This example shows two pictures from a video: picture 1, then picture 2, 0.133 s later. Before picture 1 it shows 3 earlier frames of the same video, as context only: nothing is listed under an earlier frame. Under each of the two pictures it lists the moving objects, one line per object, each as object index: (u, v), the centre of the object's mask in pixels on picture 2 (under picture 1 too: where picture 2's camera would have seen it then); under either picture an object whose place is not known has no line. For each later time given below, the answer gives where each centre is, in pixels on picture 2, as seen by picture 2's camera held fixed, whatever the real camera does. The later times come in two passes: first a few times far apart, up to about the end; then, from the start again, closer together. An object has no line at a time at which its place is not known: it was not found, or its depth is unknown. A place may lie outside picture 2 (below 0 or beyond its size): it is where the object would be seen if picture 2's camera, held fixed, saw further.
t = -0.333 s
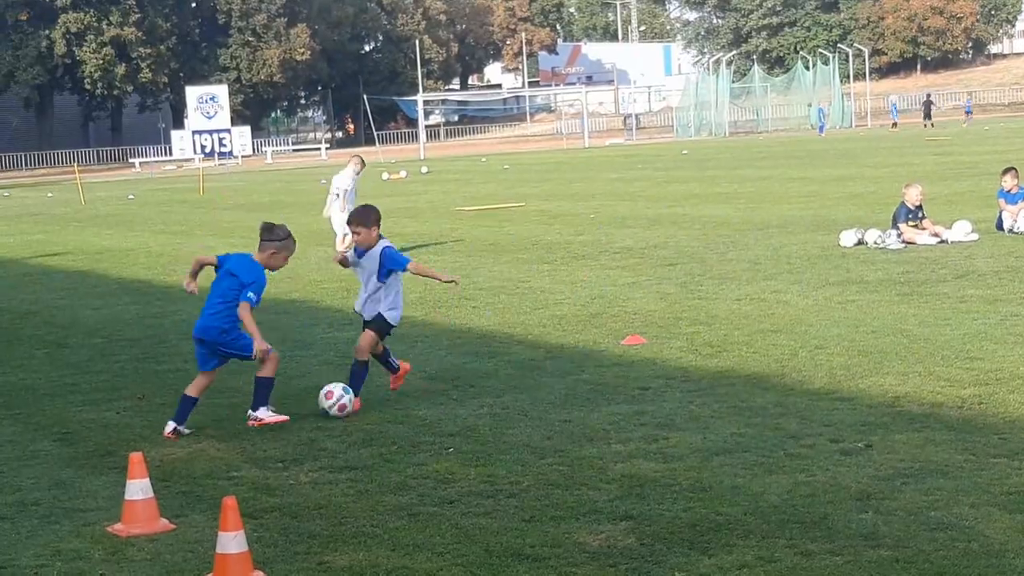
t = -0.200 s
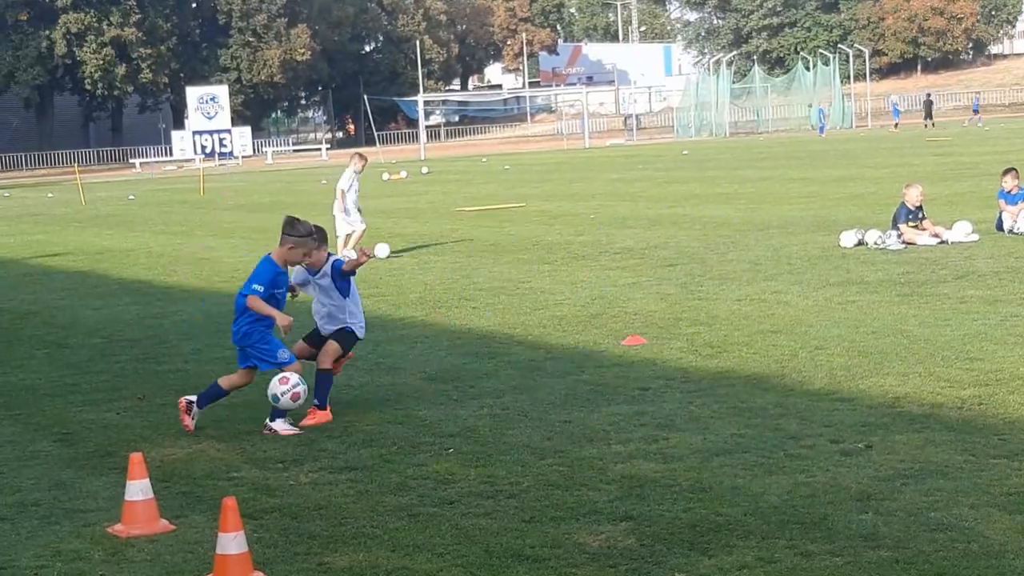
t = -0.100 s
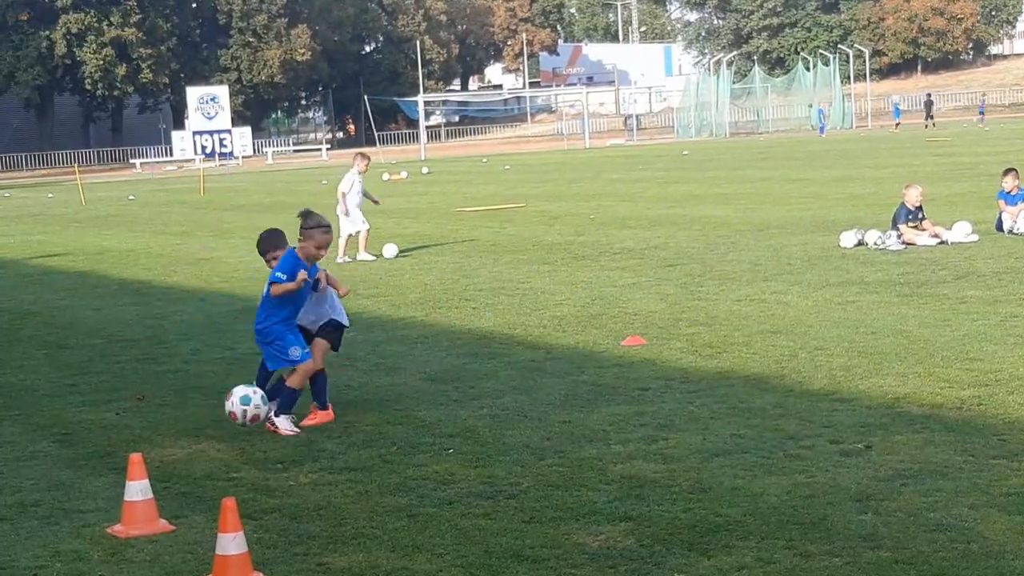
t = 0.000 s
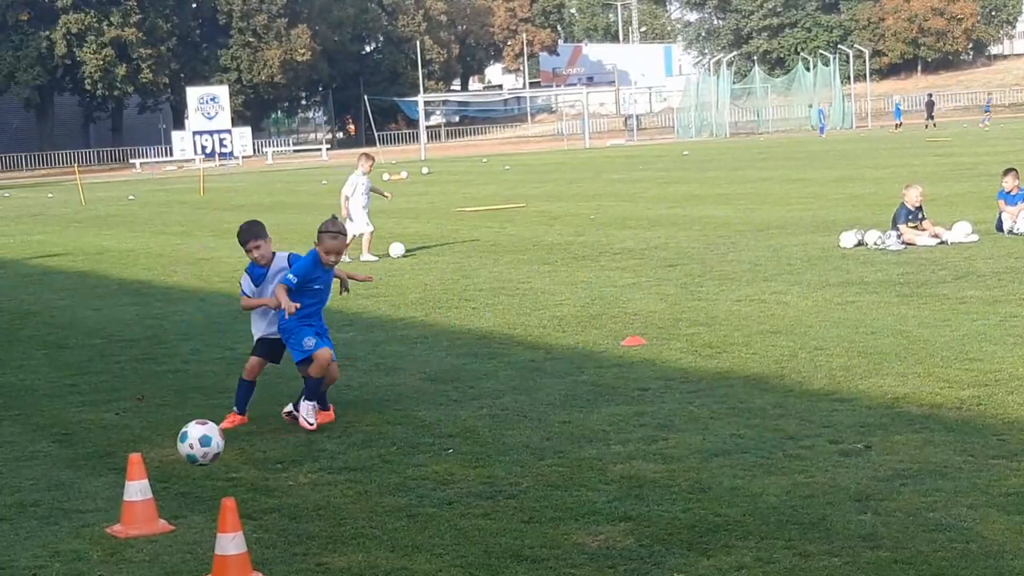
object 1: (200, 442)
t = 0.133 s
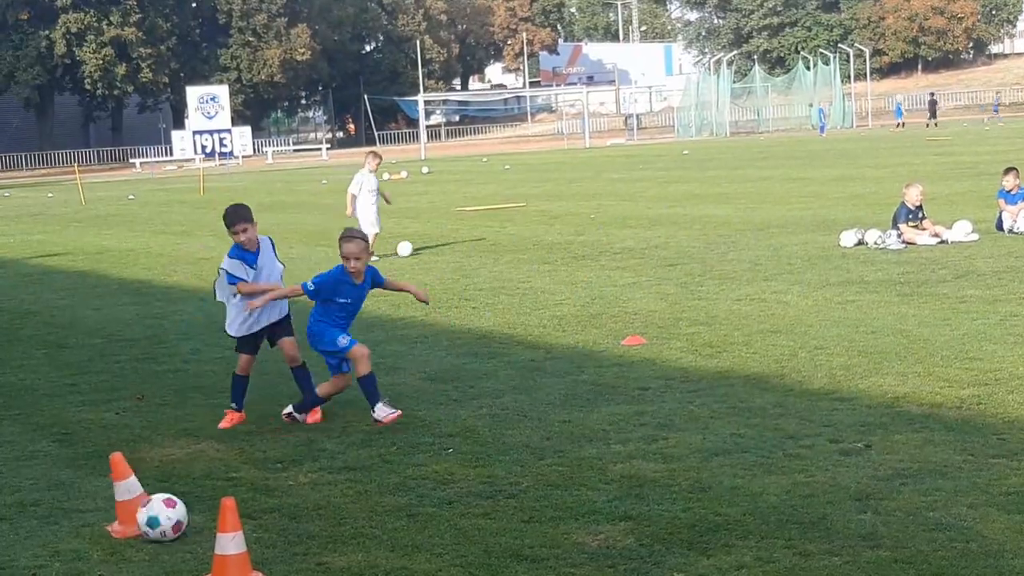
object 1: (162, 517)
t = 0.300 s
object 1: (195, 500)
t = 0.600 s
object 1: (271, 531)
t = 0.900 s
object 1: (355, 548)
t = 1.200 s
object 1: (431, 556)
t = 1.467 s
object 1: (489, 559)
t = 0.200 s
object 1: (175, 503)
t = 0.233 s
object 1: (181, 499)
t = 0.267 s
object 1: (189, 498)
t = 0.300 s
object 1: (195, 500)
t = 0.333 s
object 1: (201, 504)
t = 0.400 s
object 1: (206, 522)
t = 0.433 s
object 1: (209, 536)
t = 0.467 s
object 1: (253, 538)
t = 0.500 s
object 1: (257, 536)
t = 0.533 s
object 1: (260, 531)
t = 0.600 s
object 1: (271, 531)
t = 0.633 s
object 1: (279, 534)
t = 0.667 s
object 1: (288, 540)
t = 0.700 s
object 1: (297, 546)
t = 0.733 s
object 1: (306, 544)
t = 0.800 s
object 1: (327, 546)
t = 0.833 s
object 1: (336, 548)
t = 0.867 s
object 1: (346, 548)
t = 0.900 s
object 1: (355, 548)
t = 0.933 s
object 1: (364, 549)
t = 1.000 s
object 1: (381, 550)
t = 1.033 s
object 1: (390, 551)
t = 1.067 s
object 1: (399, 552)
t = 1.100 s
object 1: (407, 552)
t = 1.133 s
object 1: (415, 552)
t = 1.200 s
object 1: (431, 556)
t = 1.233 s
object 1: (439, 556)
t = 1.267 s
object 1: (446, 556)
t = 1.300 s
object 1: (453, 557)
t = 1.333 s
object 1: (461, 557)
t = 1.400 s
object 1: (476, 558)
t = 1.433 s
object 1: (482, 558)
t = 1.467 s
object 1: (489, 559)
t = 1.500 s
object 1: (496, 560)
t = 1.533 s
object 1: (503, 560)
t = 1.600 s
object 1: (515, 561)
